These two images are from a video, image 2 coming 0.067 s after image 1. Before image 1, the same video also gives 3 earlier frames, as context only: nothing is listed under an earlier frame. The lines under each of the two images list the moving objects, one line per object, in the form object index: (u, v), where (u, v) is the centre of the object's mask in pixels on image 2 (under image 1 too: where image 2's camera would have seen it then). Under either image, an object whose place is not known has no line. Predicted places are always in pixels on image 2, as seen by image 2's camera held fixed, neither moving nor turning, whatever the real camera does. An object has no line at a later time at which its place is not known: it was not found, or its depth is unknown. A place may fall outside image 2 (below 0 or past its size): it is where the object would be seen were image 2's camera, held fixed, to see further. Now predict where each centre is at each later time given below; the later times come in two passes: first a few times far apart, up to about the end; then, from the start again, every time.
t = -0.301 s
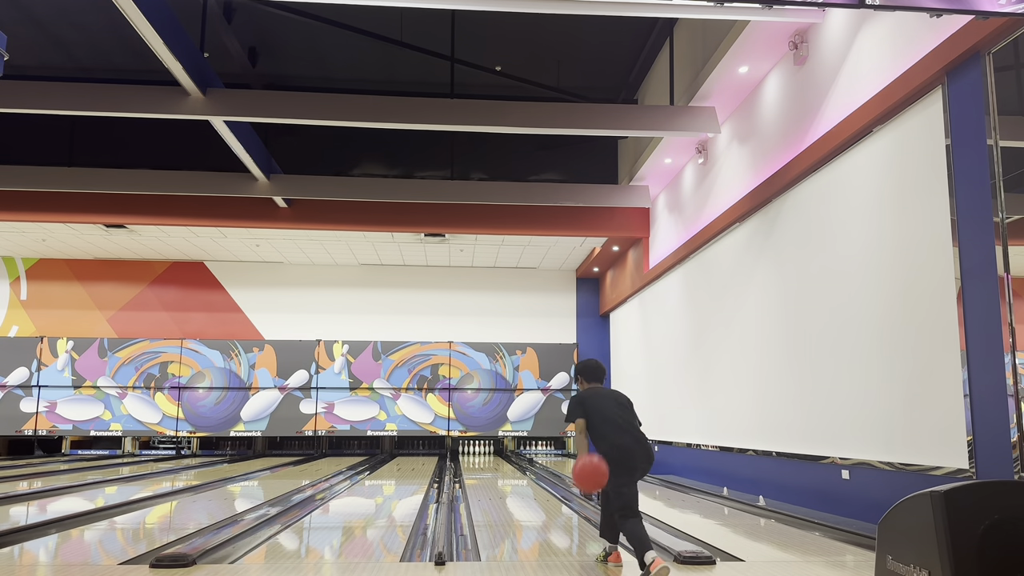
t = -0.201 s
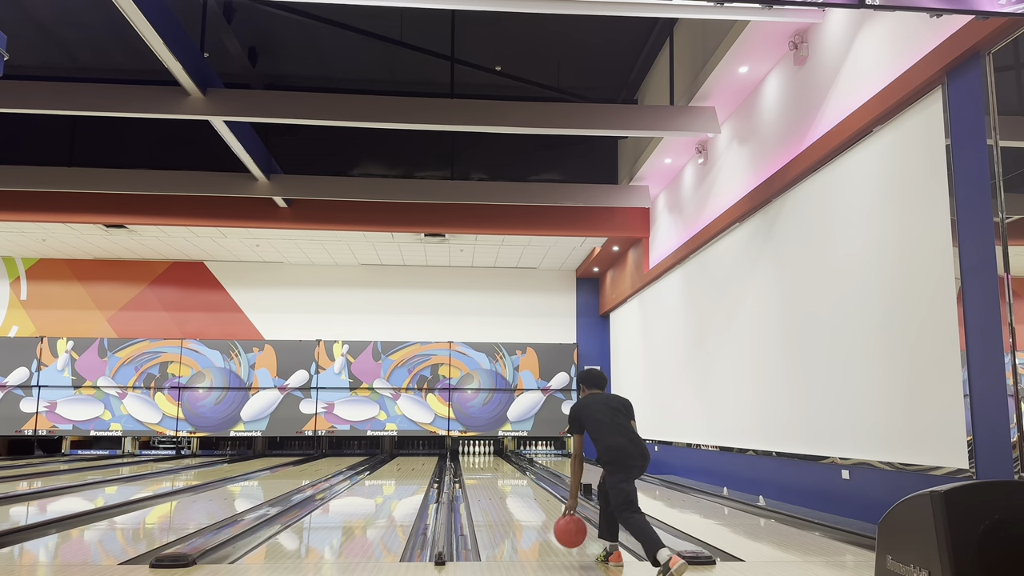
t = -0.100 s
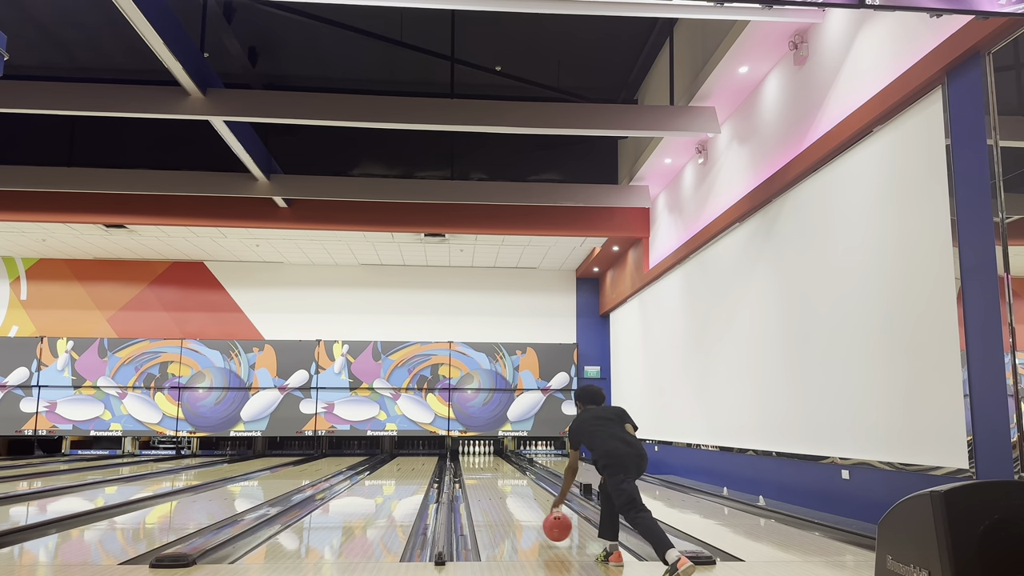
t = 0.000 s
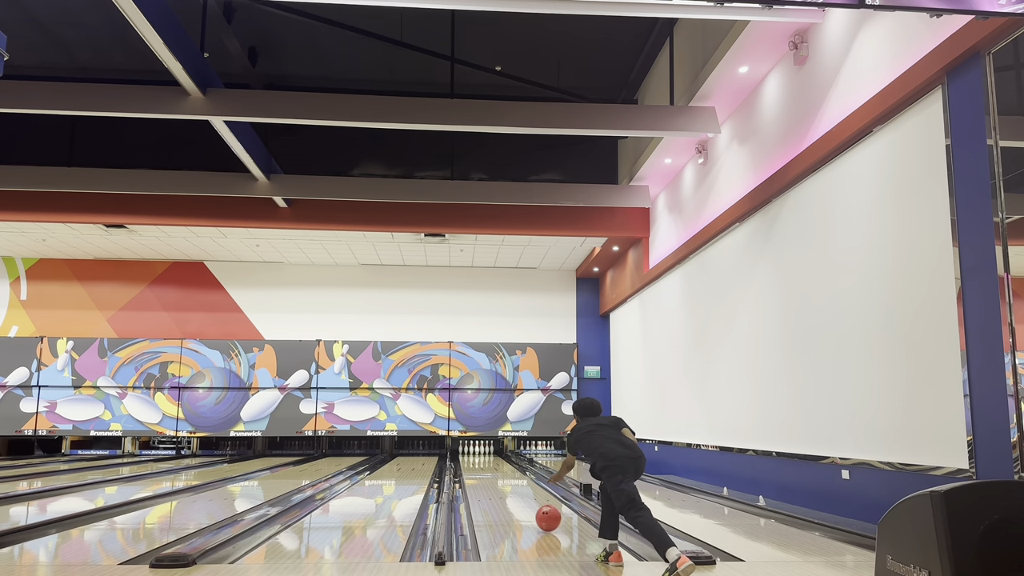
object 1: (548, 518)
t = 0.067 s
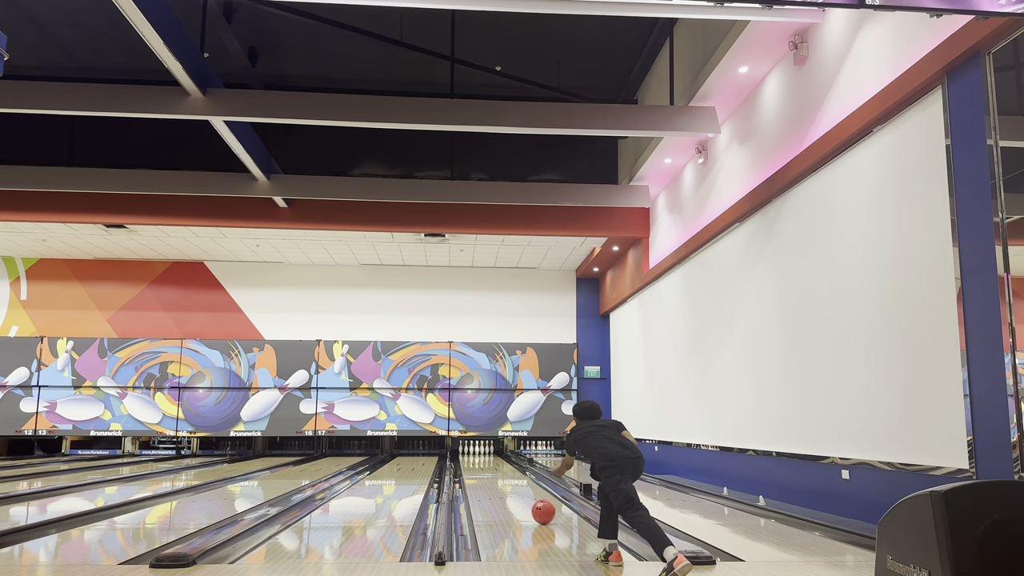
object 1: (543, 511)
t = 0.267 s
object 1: (532, 495)
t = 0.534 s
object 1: (522, 482)
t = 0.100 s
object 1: (541, 508)
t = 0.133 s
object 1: (539, 505)
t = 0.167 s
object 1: (537, 502)
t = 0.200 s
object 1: (535, 500)
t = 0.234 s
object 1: (534, 498)
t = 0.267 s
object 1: (532, 495)
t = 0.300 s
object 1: (531, 493)
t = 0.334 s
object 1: (529, 491)
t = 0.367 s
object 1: (528, 489)
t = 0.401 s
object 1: (527, 488)
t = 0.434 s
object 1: (526, 486)
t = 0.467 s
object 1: (525, 484)
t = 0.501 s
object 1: (523, 483)
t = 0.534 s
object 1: (522, 482)
